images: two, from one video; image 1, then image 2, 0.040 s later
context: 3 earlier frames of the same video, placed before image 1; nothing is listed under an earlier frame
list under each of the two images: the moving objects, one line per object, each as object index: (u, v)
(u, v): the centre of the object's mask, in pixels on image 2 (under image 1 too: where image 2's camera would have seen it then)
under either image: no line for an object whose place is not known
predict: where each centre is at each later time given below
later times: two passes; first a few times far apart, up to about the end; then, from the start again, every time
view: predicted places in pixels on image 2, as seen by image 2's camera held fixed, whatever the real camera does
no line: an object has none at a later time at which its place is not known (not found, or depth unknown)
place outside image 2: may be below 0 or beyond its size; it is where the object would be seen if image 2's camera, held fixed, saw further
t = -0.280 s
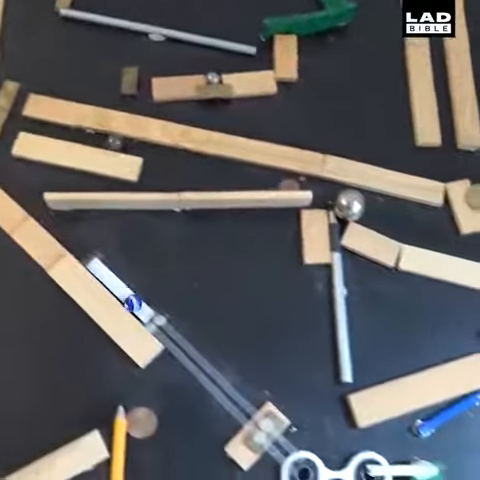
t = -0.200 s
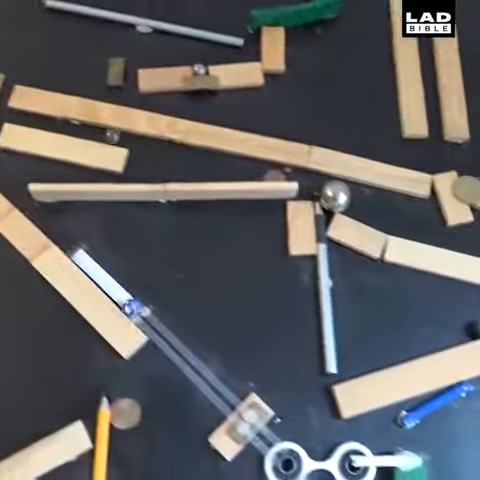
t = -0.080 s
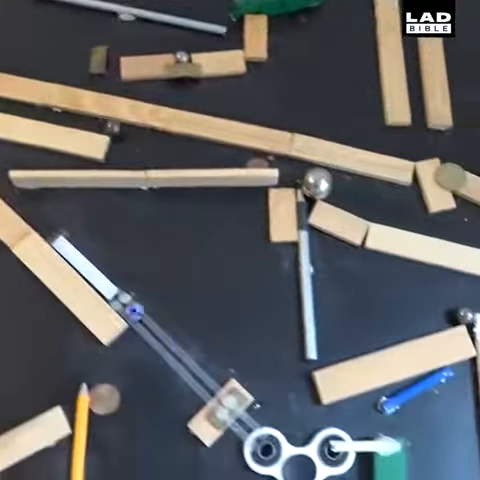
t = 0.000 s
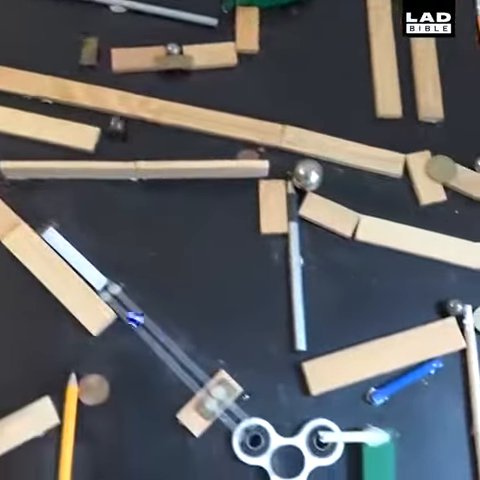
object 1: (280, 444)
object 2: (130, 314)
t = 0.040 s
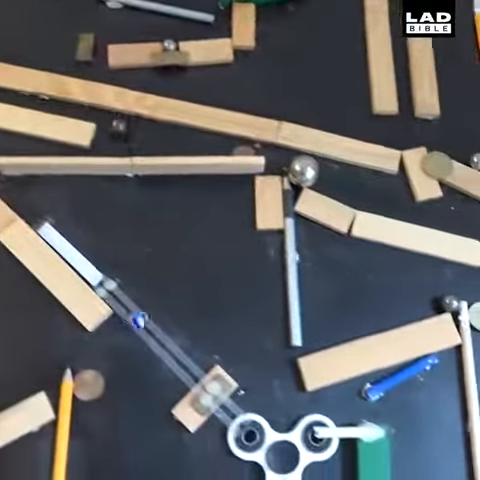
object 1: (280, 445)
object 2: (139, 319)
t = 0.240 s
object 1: (280, 451)
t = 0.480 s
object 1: (280, 457)
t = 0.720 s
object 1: (282, 460)
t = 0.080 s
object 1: (280, 446)
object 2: (145, 327)
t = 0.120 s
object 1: (280, 447)
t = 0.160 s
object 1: (280, 448)
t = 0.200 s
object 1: (280, 450)
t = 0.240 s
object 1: (280, 451)
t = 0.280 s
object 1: (280, 452)
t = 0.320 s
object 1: (280, 453)
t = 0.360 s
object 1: (280, 455)
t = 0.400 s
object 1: (280, 456)
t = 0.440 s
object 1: (280, 456)
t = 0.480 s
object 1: (280, 457)
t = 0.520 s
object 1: (280, 458)
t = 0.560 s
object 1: (280, 458)
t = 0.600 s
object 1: (280, 459)
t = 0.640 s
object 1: (280, 459)
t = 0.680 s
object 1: (281, 459)
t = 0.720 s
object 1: (282, 460)
